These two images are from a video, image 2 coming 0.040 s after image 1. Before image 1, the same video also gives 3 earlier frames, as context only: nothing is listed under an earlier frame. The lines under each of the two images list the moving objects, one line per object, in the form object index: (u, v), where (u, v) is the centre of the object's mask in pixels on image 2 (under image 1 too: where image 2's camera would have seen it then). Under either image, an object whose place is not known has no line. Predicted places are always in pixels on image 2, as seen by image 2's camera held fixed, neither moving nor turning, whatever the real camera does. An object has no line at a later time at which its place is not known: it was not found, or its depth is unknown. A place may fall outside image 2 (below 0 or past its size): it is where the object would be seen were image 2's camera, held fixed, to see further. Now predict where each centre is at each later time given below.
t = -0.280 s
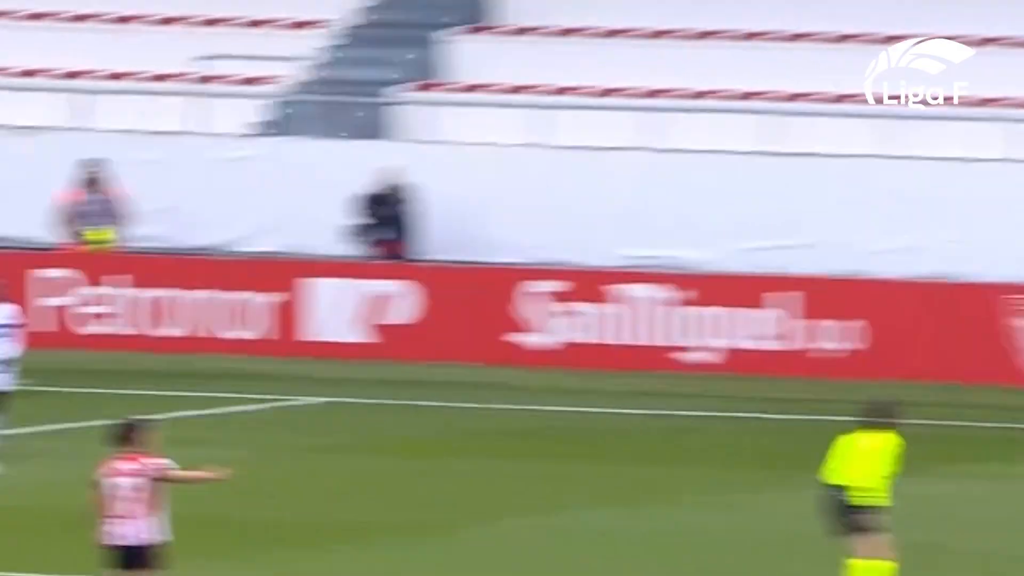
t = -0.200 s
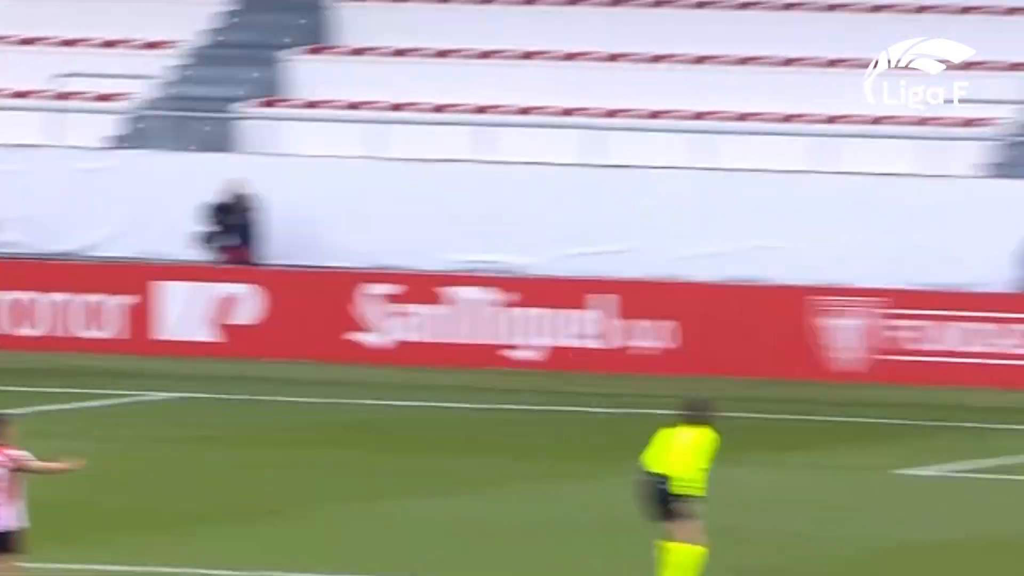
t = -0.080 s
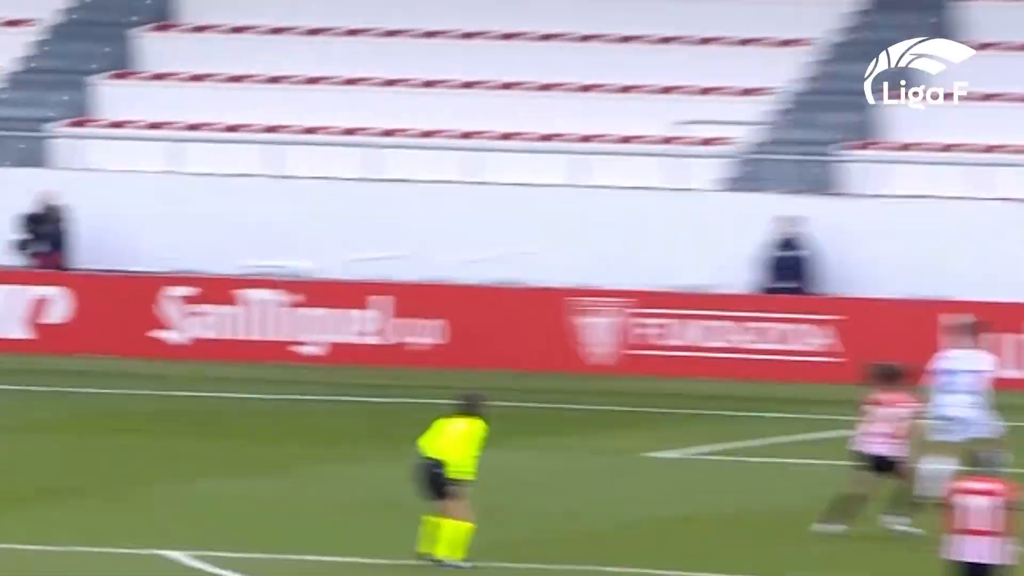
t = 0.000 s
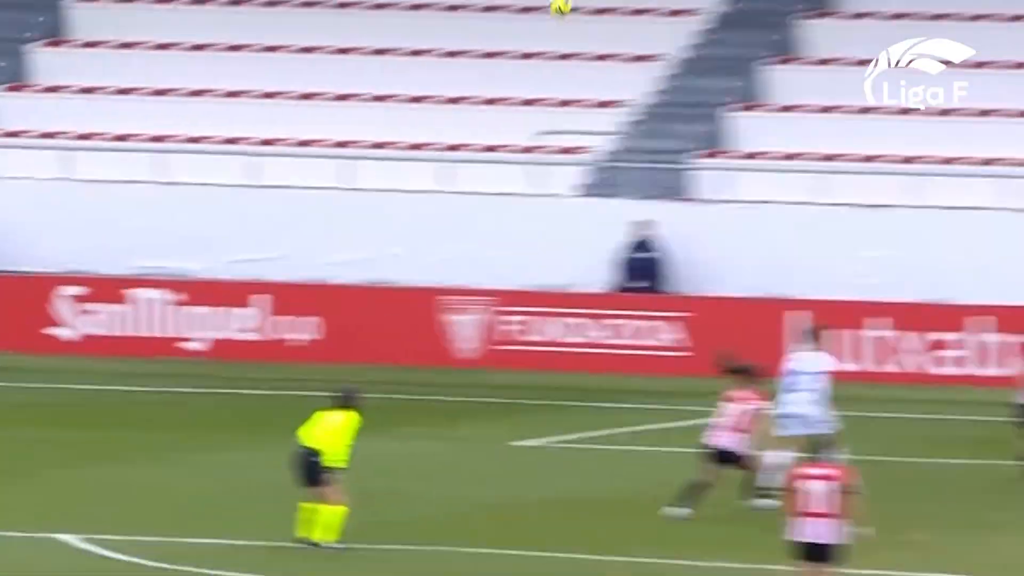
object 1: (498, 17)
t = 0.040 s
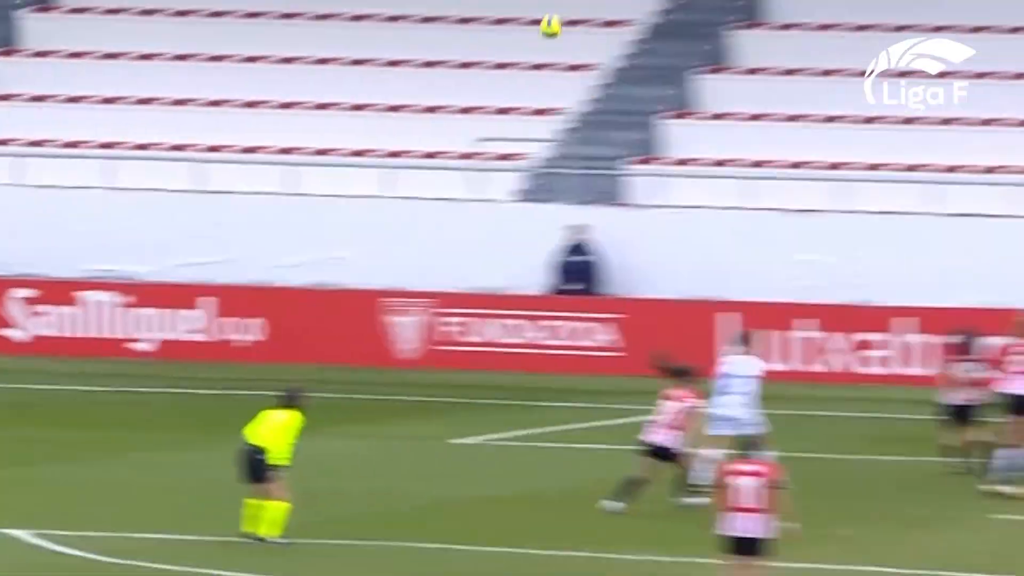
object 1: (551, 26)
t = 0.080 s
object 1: (603, 41)
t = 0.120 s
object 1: (654, 56)
